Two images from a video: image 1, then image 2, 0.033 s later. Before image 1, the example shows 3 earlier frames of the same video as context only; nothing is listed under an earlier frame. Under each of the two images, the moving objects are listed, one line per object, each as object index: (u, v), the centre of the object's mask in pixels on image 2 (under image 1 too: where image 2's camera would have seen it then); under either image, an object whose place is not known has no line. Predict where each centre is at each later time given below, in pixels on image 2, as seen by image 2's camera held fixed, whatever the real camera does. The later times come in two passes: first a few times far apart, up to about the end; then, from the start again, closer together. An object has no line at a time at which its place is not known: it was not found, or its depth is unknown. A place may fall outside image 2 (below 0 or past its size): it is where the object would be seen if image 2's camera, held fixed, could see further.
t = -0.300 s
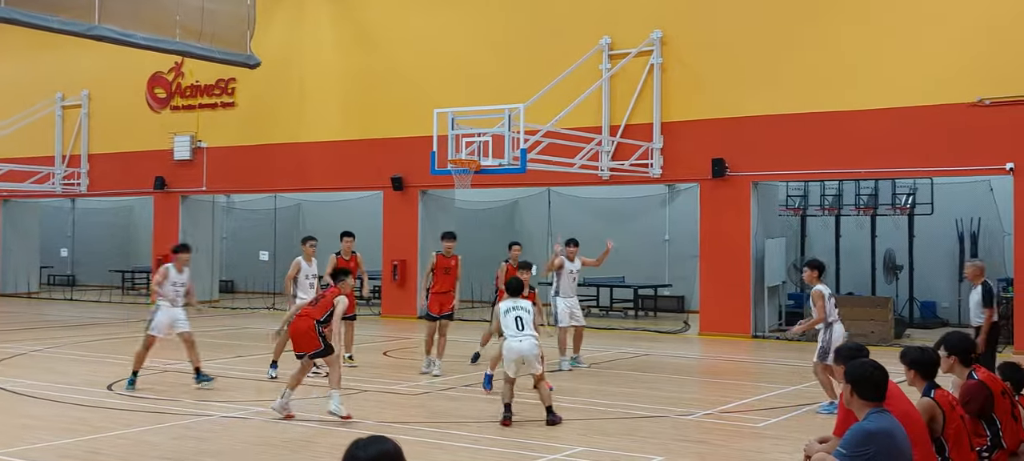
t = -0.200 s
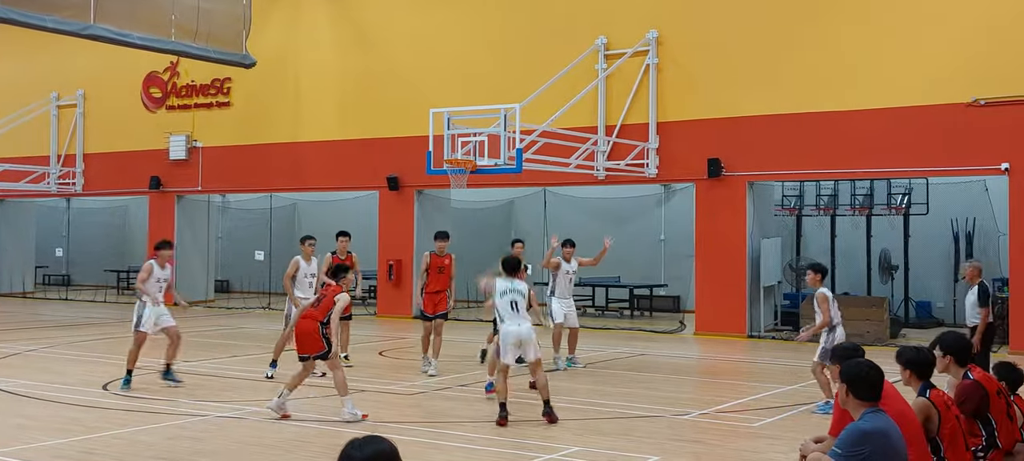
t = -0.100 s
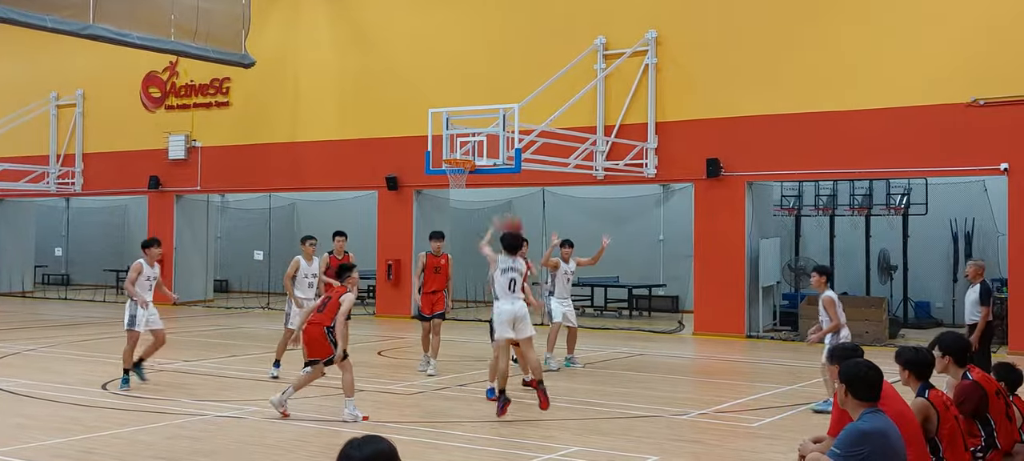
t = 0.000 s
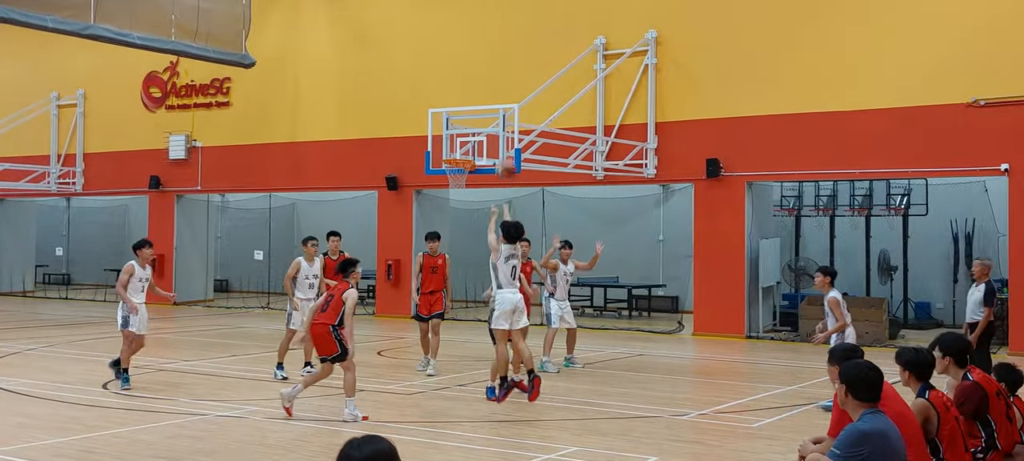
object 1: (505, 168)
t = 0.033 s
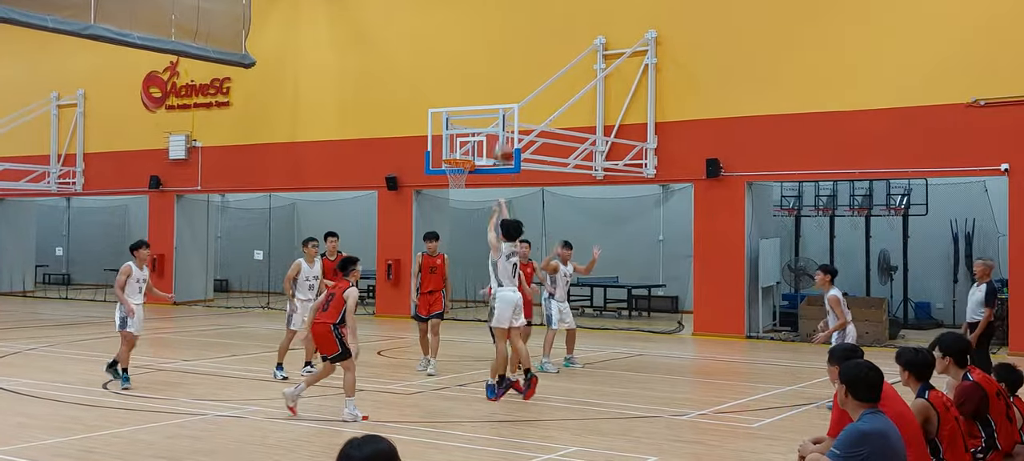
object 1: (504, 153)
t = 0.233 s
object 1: (491, 81)
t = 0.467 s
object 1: (480, 49)
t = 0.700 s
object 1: (471, 59)
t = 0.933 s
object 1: (464, 102)
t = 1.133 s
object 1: (456, 161)
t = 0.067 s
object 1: (502, 136)
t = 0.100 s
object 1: (499, 122)
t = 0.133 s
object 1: (496, 111)
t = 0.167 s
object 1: (494, 100)
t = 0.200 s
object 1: (493, 90)
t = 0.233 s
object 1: (491, 81)
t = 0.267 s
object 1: (489, 73)
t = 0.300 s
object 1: (488, 66)
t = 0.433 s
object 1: (481, 50)
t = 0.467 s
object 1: (480, 49)
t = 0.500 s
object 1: (479, 48)
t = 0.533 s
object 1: (478, 48)
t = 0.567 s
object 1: (476, 49)
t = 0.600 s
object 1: (475, 50)
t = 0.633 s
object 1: (474, 52)
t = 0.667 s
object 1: (473, 55)
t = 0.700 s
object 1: (471, 59)
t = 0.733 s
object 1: (470, 63)
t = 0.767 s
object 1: (468, 68)
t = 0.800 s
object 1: (467, 74)
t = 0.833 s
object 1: (466, 79)
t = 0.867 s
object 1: (465, 86)
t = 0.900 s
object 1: (465, 94)
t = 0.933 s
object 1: (464, 102)
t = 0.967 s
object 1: (462, 110)
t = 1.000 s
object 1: (461, 121)
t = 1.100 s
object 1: (459, 150)
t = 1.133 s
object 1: (456, 161)
